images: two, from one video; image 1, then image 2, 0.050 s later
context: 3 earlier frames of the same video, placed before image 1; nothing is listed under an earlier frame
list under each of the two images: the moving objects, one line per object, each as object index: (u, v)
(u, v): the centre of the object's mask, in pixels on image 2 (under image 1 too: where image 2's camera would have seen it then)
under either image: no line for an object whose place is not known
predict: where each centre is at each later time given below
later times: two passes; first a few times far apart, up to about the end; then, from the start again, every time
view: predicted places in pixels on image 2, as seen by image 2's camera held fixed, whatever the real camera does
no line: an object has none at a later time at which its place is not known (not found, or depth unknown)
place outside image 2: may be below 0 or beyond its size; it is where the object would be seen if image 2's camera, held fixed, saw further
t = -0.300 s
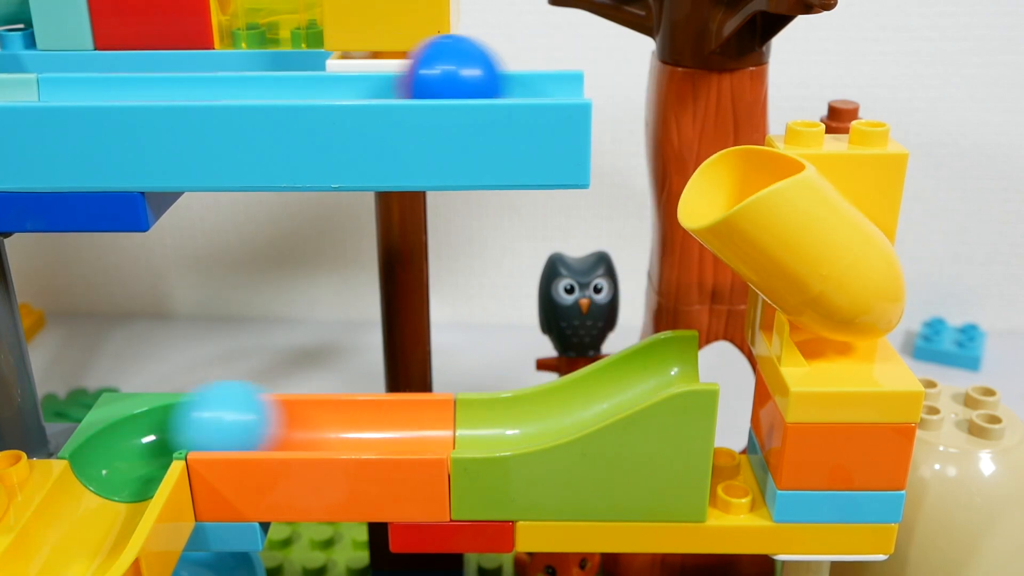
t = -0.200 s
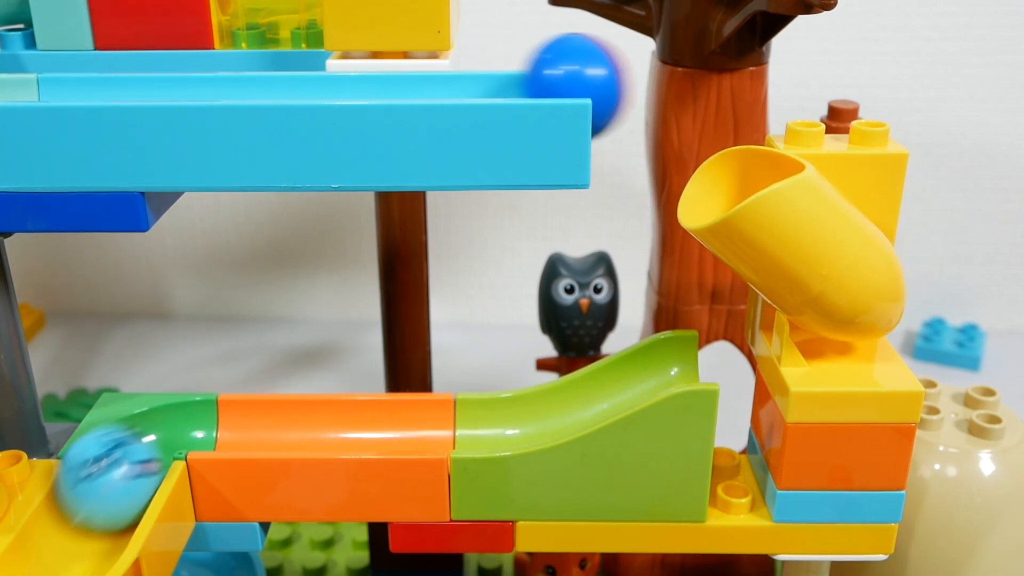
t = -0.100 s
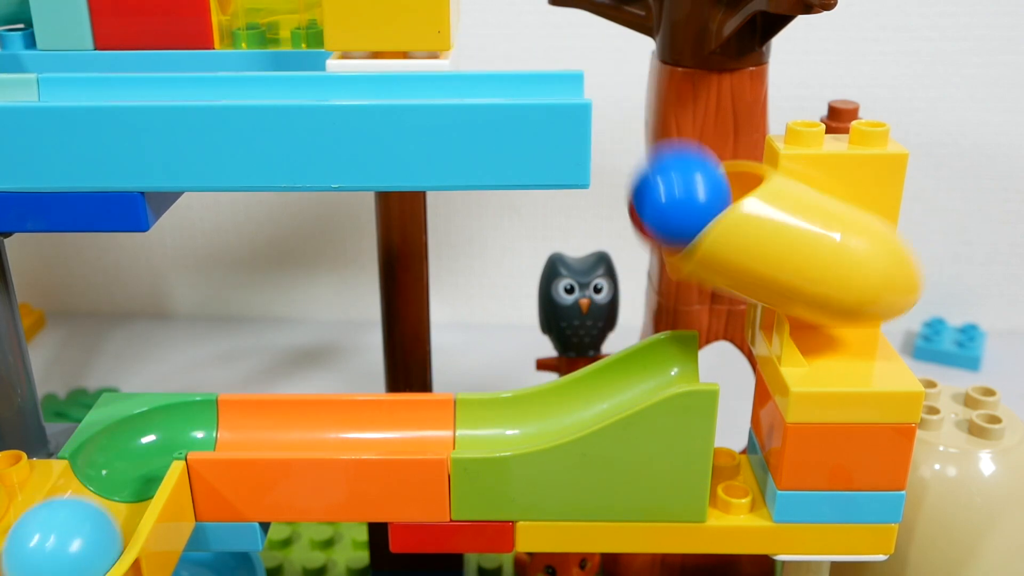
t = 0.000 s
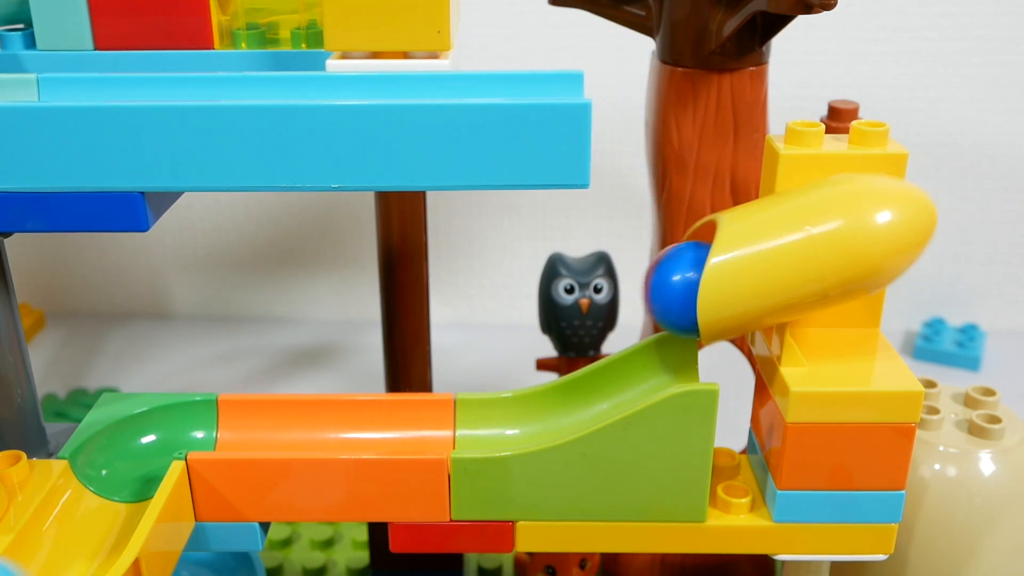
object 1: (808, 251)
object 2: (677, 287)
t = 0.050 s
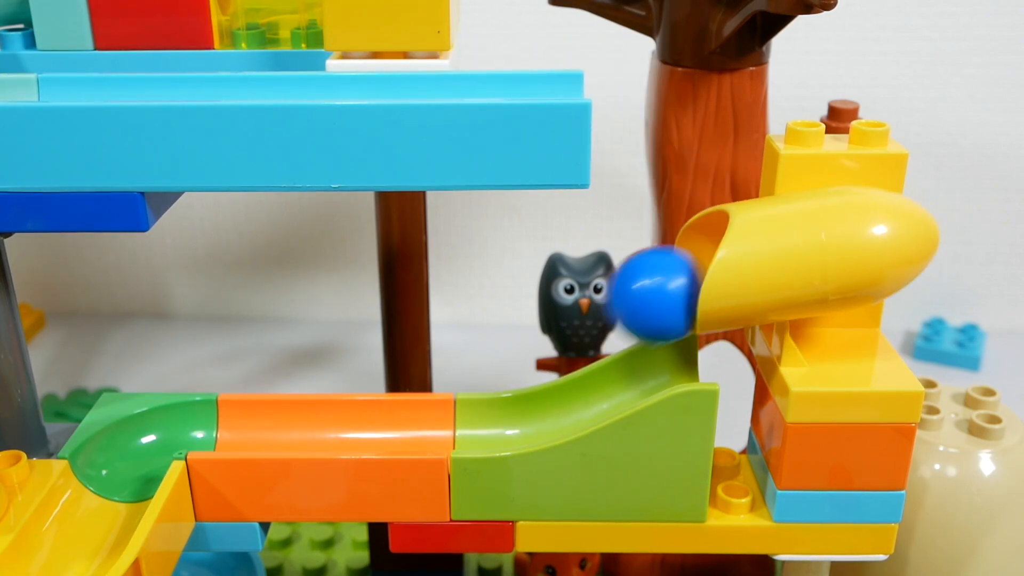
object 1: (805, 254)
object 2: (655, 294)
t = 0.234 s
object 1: (797, 241)
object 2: (373, 418)
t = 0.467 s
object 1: (796, 242)
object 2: (101, 487)
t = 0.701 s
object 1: (796, 242)
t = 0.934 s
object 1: (805, 248)
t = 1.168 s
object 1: (794, 243)
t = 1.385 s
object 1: (794, 243)
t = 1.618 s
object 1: (794, 243)
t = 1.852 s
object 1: (794, 243)
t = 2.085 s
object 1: (794, 243)
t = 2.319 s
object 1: (794, 243)
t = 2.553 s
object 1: (794, 243)
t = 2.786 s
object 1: (794, 243)
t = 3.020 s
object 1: (809, 248)
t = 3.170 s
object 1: (789, 247)
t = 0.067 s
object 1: (799, 256)
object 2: (636, 306)
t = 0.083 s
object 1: (795, 255)
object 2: (619, 330)
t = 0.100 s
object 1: (794, 255)
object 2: (603, 358)
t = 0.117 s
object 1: (793, 254)
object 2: (579, 383)
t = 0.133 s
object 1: (791, 251)
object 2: (551, 402)
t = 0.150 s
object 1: (790, 250)
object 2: (518, 408)
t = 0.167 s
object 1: (789, 247)
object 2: (484, 416)
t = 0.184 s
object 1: (792, 244)
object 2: (454, 414)
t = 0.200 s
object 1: (796, 241)
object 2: (427, 414)
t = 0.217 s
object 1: (797, 240)
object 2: (398, 417)
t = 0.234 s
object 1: (797, 241)
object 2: (373, 418)
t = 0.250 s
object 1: (796, 242)
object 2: (344, 418)
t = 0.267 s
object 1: (796, 242)
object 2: (320, 418)
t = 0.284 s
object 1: (796, 242)
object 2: (295, 418)
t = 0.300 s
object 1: (796, 242)
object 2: (269, 418)
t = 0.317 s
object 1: (796, 242)
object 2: (240, 418)
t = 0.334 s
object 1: (796, 242)
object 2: (216, 419)
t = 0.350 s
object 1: (796, 242)
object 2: (190, 420)
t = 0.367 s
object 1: (796, 242)
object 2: (167, 425)
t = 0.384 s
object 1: (796, 242)
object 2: (148, 434)
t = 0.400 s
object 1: (796, 242)
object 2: (131, 444)
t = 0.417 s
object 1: (796, 242)
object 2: (120, 453)
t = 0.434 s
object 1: (796, 242)
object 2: (116, 465)
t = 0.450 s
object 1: (796, 242)
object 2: (109, 477)
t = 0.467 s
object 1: (796, 242)
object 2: (101, 487)
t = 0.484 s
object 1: (796, 242)
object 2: (96, 498)
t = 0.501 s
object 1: (796, 242)
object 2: (90, 508)
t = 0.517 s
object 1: (796, 242)
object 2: (82, 518)
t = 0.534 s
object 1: (796, 242)
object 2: (74, 526)
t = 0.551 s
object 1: (796, 242)
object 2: (70, 532)
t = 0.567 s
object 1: (796, 242)
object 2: (64, 539)
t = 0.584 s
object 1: (796, 242)
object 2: (58, 544)
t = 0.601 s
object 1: (796, 242)
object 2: (52, 548)
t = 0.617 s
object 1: (796, 242)
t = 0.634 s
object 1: (796, 242)
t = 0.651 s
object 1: (796, 242)
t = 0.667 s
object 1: (796, 242)
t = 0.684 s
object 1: (796, 242)
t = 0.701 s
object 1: (796, 242)
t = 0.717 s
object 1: (796, 242)
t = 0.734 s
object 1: (796, 242)
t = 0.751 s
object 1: (796, 242)
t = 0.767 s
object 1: (796, 242)
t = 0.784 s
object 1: (796, 242)
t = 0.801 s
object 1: (796, 242)
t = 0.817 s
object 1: (796, 242)
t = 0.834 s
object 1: (800, 245)
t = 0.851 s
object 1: (800, 253)
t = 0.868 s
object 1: (806, 255)
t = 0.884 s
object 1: (804, 256)
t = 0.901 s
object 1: (805, 255)
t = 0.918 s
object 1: (801, 249)
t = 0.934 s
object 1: (805, 248)
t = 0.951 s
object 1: (806, 250)
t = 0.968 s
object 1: (804, 253)
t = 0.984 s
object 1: (800, 255)
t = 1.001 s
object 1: (797, 256)
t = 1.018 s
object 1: (794, 255)
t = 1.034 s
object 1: (791, 253)
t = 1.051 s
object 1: (789, 251)
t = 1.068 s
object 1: (788, 247)
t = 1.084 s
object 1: (793, 243)
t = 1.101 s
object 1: (797, 240)
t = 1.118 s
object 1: (795, 241)
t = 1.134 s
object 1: (794, 242)
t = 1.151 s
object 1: (794, 243)
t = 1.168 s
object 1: (794, 243)
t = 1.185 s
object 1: (794, 243)
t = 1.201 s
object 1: (794, 243)
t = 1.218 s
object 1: (794, 243)
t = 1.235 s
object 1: (794, 243)
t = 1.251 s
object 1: (794, 243)
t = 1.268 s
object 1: (794, 243)
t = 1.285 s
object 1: (794, 243)
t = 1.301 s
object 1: (794, 243)
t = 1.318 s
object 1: (794, 243)
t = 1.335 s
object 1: (794, 243)
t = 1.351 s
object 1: (794, 243)
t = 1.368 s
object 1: (794, 243)
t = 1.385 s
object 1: (794, 243)
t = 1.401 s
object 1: (794, 243)
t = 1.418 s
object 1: (794, 243)
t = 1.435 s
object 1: (794, 243)
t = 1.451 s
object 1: (794, 243)
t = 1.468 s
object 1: (794, 243)
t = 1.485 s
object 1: (794, 243)
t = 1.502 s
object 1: (794, 243)
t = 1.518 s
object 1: (794, 243)
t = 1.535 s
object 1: (794, 243)
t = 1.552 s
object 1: (794, 243)
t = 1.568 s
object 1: (794, 243)
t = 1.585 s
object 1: (794, 243)
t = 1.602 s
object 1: (794, 243)
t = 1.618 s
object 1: (794, 243)
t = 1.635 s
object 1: (794, 243)
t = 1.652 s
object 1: (794, 243)
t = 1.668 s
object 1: (794, 243)
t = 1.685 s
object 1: (794, 243)
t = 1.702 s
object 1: (794, 243)
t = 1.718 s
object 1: (794, 243)
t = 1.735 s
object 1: (794, 243)
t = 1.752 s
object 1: (794, 243)
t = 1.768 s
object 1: (794, 243)
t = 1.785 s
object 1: (794, 243)
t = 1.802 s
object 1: (794, 243)
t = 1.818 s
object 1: (794, 243)
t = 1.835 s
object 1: (794, 243)
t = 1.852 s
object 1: (794, 243)
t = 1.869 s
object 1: (794, 243)
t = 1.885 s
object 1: (794, 243)
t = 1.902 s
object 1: (794, 243)
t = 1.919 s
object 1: (794, 243)
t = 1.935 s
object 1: (794, 243)
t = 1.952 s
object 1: (794, 243)
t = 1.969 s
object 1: (794, 243)
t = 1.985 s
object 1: (794, 243)
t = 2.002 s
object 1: (794, 243)
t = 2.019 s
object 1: (794, 243)
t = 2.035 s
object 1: (794, 243)
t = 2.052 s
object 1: (794, 243)
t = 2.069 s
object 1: (794, 243)
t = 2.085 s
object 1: (794, 243)
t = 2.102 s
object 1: (794, 243)
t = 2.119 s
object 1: (794, 243)
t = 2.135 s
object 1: (794, 243)
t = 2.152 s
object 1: (794, 243)
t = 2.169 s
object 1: (794, 243)
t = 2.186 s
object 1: (794, 243)
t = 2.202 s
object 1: (794, 243)
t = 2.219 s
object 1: (794, 243)
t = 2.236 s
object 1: (794, 243)
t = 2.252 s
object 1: (794, 243)
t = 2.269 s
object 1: (794, 243)
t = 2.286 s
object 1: (794, 243)
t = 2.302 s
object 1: (794, 243)
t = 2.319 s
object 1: (794, 243)
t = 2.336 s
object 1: (794, 243)
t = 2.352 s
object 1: (794, 243)
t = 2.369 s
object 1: (794, 243)
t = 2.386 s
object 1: (794, 243)
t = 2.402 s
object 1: (794, 243)
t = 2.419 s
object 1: (794, 243)
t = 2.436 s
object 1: (794, 243)
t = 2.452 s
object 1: (794, 243)
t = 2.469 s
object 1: (794, 243)
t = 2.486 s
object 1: (794, 243)
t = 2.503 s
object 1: (794, 243)
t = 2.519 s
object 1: (794, 243)
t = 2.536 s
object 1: (794, 243)
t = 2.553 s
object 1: (794, 243)
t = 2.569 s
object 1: (794, 243)
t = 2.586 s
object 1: (794, 243)
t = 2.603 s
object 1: (794, 243)
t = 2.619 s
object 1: (794, 243)
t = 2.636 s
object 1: (794, 243)
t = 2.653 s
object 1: (794, 243)
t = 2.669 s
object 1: (794, 243)
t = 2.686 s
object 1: (794, 243)
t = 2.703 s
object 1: (794, 243)
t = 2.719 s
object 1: (794, 243)
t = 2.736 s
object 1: (794, 243)
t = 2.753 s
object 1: (794, 243)
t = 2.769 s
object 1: (794, 243)
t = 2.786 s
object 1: (794, 243)
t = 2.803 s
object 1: (794, 243)
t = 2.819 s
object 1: (794, 243)
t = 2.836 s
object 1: (794, 243)
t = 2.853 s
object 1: (794, 243)
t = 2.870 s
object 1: (794, 243)
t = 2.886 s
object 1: (794, 243)
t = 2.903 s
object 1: (794, 244)
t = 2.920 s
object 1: (803, 248)
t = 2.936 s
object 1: (800, 254)
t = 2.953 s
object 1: (806, 257)
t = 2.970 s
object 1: (807, 255)
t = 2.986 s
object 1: (805, 254)
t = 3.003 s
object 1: (804, 247)
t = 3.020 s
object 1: (809, 248)
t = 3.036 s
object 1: (809, 254)
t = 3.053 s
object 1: (806, 255)
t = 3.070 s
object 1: (803, 255)
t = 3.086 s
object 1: (796, 255)
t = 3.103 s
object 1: (794, 255)
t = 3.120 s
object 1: (793, 254)
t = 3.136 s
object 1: (791, 252)
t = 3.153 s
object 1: (789, 249)
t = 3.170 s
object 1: (789, 247)
